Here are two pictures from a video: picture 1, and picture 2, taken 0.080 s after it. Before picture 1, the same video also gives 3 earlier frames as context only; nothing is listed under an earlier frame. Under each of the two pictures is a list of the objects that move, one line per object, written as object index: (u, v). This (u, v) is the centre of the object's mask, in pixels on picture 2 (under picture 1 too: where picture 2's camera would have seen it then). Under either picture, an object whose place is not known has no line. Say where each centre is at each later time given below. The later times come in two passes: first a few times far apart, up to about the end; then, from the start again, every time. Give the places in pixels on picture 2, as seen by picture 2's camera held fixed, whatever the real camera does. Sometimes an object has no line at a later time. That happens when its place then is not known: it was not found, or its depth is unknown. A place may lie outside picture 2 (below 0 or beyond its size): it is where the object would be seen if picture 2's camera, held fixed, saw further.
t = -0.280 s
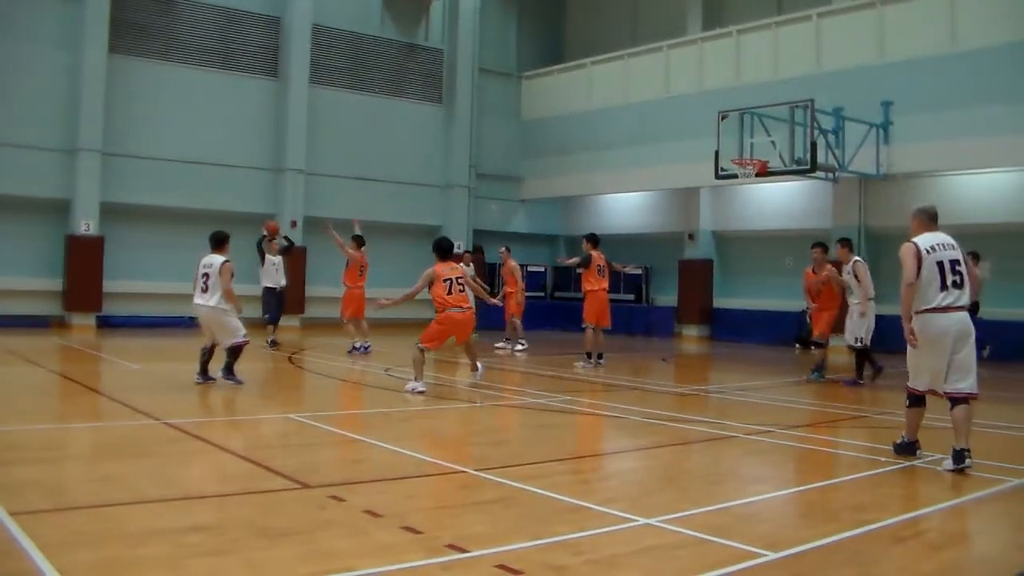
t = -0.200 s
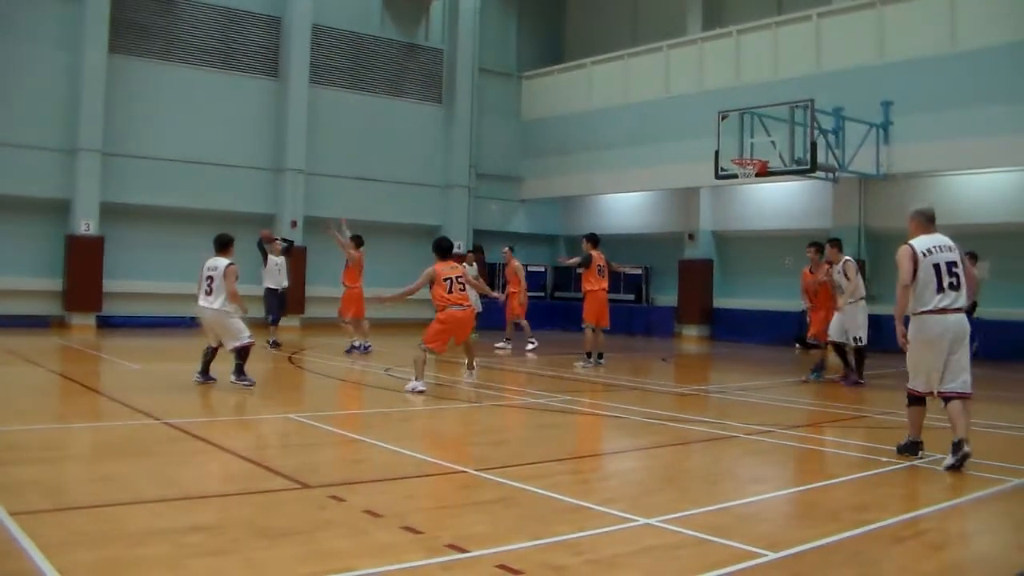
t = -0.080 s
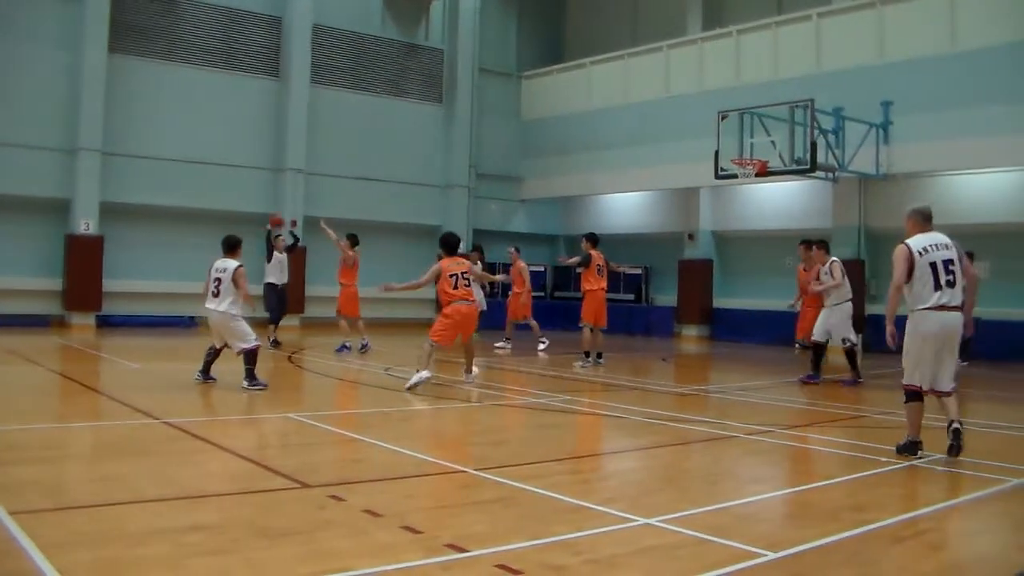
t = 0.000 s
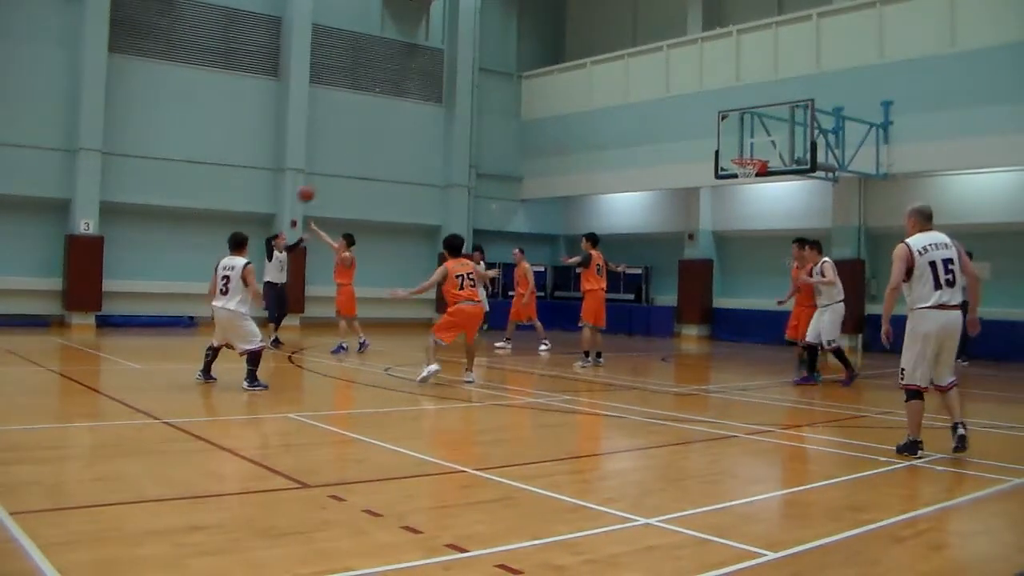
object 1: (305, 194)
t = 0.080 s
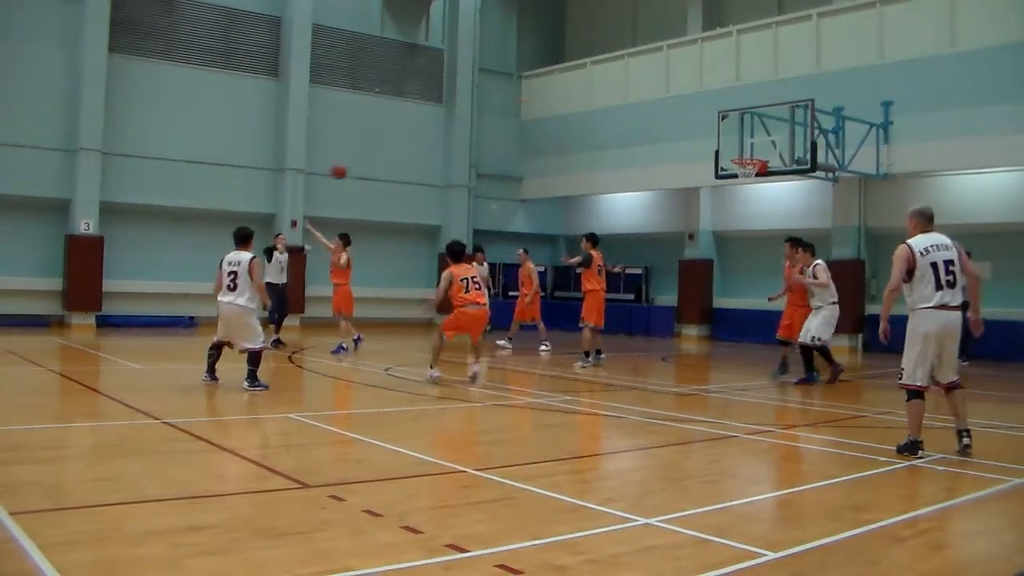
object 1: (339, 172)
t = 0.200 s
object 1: (393, 142)
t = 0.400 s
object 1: (506, 104)
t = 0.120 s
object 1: (356, 161)
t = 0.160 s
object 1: (373, 151)
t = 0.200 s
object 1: (393, 142)
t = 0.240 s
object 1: (412, 133)
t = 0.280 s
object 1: (439, 121)
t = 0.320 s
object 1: (461, 114)
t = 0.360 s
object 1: (482, 108)
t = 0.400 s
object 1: (506, 104)
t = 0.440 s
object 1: (530, 102)
